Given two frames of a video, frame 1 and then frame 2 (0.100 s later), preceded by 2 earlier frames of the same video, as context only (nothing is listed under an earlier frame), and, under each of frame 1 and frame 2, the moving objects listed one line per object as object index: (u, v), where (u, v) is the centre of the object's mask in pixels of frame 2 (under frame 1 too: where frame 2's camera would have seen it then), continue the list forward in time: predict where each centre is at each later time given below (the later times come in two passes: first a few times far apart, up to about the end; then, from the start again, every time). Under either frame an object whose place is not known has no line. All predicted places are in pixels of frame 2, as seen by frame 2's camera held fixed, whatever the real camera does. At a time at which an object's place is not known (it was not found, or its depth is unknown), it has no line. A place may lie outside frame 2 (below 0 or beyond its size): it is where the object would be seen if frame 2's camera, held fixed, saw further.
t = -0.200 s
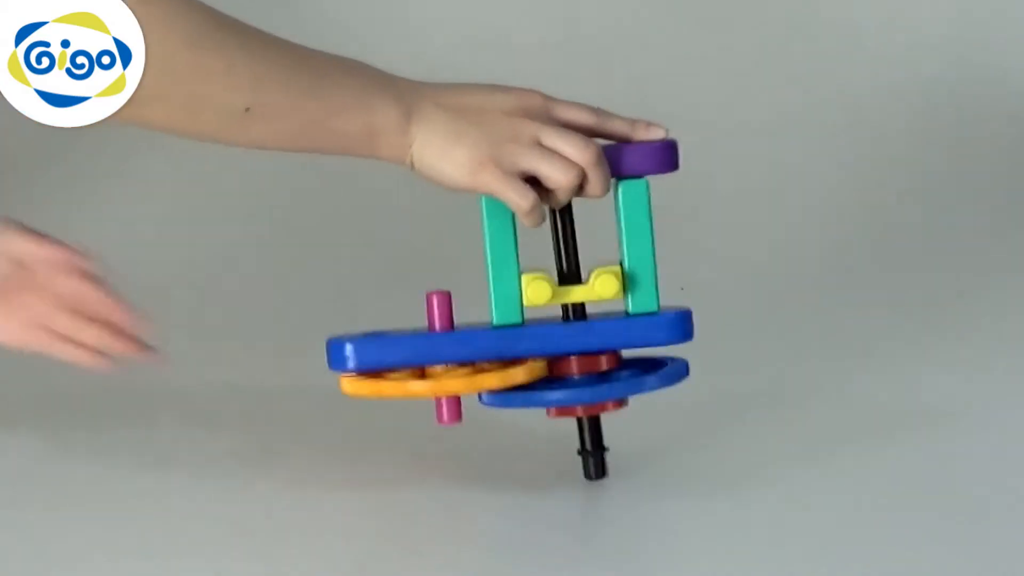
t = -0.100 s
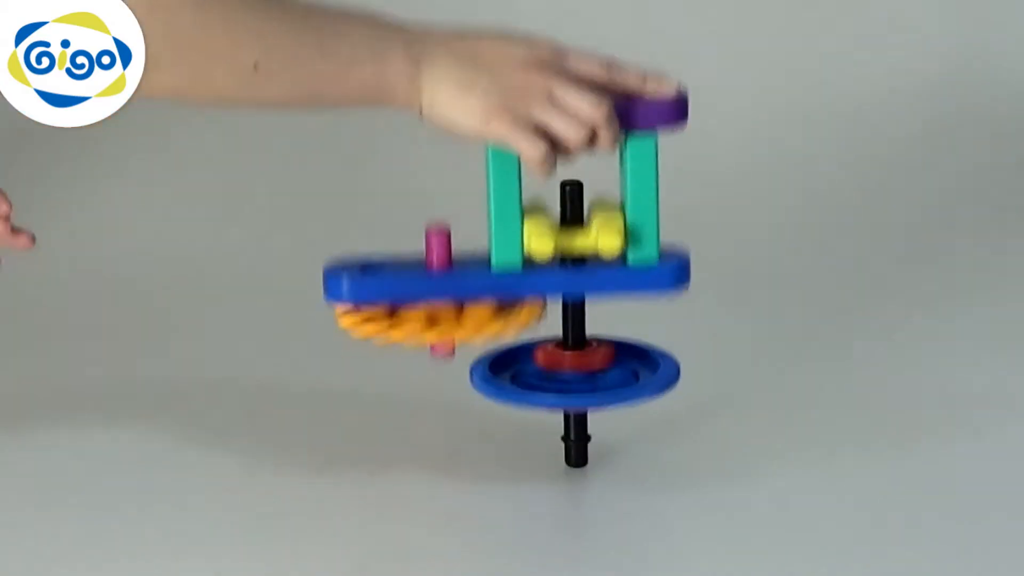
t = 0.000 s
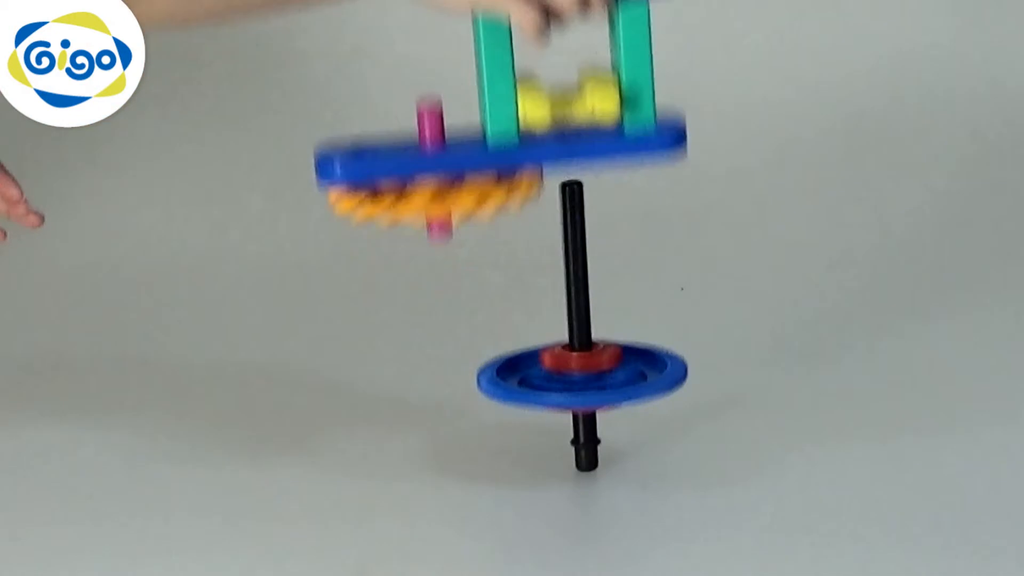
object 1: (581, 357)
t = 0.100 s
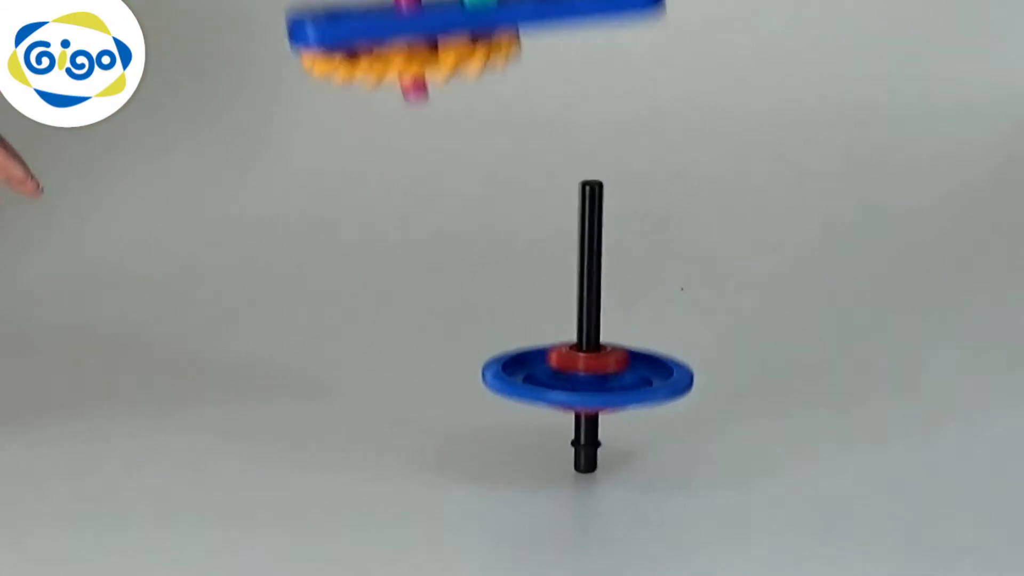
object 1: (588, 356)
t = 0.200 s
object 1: (592, 355)
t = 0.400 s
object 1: (601, 355)
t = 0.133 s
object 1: (589, 356)
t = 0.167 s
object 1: (590, 357)
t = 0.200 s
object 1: (592, 355)
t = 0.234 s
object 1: (594, 356)
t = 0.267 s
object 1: (596, 356)
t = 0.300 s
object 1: (597, 356)
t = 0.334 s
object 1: (597, 355)
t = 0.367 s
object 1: (598, 355)
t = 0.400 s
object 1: (601, 355)
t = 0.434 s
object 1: (602, 354)
